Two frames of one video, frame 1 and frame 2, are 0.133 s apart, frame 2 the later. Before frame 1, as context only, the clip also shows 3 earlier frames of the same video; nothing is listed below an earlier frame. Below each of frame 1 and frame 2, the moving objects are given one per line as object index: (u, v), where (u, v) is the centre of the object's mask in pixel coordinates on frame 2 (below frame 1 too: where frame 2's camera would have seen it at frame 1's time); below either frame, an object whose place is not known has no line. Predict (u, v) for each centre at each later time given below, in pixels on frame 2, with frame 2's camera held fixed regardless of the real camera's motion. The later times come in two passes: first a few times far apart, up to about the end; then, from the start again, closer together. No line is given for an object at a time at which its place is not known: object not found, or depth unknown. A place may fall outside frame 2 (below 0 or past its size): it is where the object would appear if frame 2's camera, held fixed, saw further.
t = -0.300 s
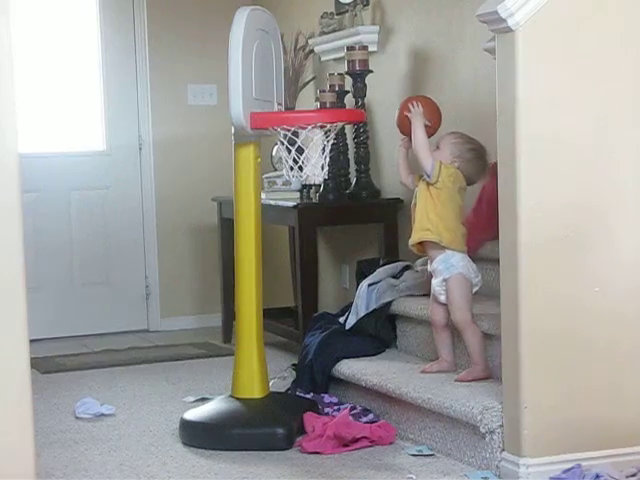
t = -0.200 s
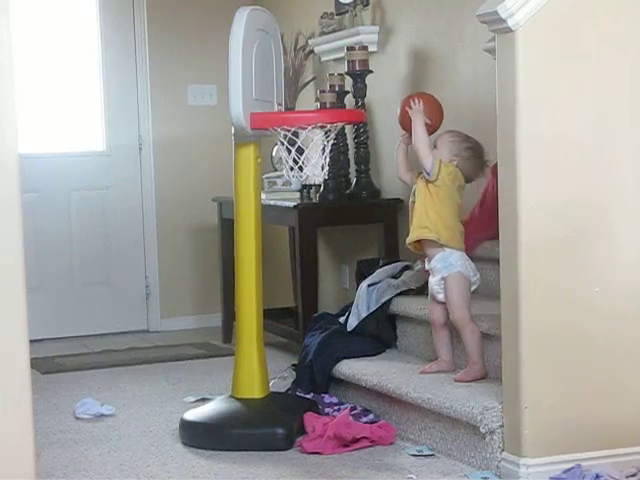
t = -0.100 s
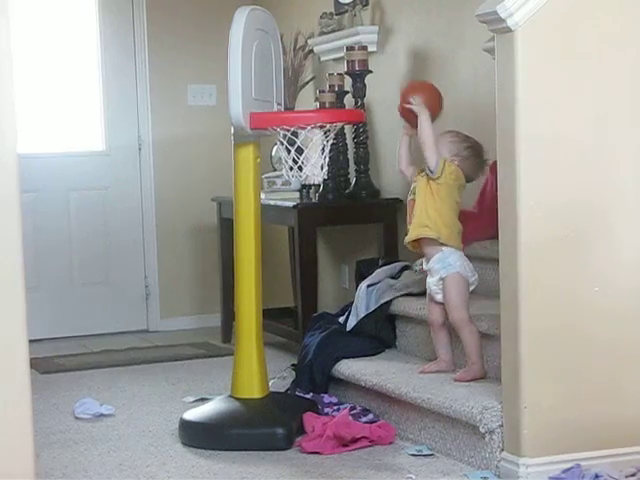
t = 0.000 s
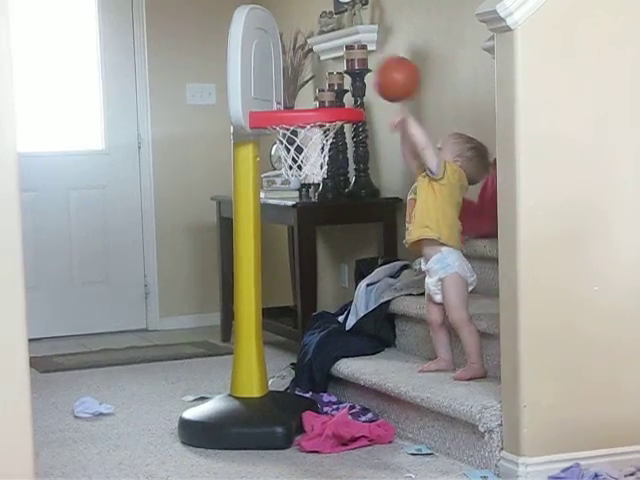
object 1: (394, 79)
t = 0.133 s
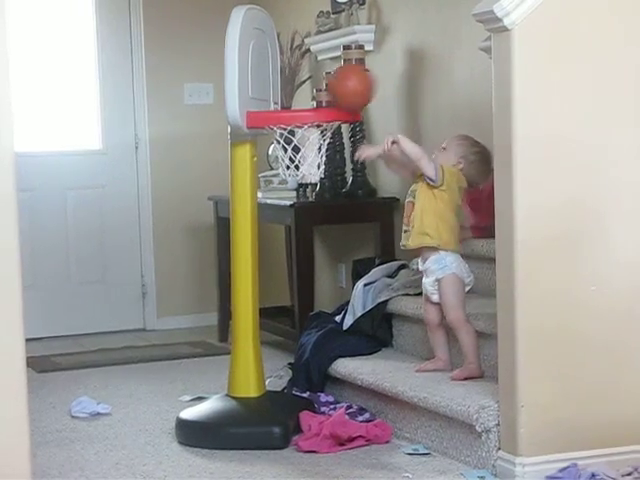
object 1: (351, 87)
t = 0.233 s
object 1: (338, 99)
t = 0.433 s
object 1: (322, 206)
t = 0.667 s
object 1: (307, 424)
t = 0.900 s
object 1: (318, 283)
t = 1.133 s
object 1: (332, 334)
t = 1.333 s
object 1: (349, 436)
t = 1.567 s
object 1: (366, 378)
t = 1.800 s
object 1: (393, 472)
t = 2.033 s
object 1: (426, 459)
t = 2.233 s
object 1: (458, 469)
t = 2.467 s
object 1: (501, 487)
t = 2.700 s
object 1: (549, 501)
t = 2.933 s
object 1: (594, 499)
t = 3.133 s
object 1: (628, 496)
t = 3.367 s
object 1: (662, 491)
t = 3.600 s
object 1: (687, 484)
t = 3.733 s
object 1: (694, 480)
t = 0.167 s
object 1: (345, 91)
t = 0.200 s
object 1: (341, 94)
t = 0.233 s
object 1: (338, 99)
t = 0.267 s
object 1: (334, 106)
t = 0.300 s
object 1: (332, 117)
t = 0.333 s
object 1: (329, 133)
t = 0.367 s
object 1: (326, 153)
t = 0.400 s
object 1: (325, 179)
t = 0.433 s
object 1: (322, 206)
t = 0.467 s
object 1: (319, 233)
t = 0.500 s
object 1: (316, 270)
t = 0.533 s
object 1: (313, 311)
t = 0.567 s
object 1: (312, 352)
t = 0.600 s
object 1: (309, 403)
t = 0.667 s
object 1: (307, 424)
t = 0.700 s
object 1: (308, 391)
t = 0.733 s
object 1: (311, 362)
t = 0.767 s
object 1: (311, 341)
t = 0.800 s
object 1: (313, 321)
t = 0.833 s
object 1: (314, 304)
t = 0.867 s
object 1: (316, 292)
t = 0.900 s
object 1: (318, 283)
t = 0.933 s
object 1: (320, 278)
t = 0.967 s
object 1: (321, 278)
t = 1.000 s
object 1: (323, 281)
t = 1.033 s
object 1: (325, 288)
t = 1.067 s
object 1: (327, 299)
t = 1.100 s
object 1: (330, 315)
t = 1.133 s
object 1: (332, 334)
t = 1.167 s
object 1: (335, 357)
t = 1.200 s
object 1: (338, 383)
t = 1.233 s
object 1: (341, 415)
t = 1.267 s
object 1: (345, 462)
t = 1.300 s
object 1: (348, 466)
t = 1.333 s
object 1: (349, 436)
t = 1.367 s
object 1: (352, 414)
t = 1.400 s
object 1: (354, 398)
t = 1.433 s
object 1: (356, 386)
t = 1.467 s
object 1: (358, 378)
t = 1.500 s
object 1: (361, 374)
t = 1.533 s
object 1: (363, 374)
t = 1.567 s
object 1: (366, 378)
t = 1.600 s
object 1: (371, 389)
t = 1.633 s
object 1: (374, 401)
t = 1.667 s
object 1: (378, 420)
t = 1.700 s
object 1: (382, 444)
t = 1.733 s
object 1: (385, 475)
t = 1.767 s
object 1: (389, 491)
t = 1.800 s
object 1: (393, 472)
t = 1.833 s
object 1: (398, 456)
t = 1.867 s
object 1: (403, 445)
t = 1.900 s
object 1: (407, 439)
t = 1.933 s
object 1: (411, 438)
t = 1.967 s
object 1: (416, 441)
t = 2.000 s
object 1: (421, 447)
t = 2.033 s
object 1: (426, 459)
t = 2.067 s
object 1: (432, 476)
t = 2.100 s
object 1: (438, 497)
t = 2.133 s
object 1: (443, 489)
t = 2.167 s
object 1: (448, 478)
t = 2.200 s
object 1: (453, 471)
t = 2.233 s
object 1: (458, 469)
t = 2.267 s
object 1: (463, 472)
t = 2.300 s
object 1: (469, 478)
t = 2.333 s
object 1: (475, 491)
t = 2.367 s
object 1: (481, 501)
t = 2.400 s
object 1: (488, 492)
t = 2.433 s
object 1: (494, 487)
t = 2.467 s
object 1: (501, 487)
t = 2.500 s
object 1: (508, 490)
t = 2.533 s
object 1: (516, 500)
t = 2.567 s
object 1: (522, 499)
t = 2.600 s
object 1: (529, 494)
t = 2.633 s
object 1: (535, 494)
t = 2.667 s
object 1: (542, 499)
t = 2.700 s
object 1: (549, 501)
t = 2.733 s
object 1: (556, 497)
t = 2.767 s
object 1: (562, 499)
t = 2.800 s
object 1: (568, 501)
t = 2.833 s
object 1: (575, 499)
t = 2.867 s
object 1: (582, 500)
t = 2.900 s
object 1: (588, 499)
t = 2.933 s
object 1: (594, 499)
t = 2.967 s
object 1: (600, 499)
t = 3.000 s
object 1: (606, 498)
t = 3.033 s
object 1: (611, 498)
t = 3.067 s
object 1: (617, 497)
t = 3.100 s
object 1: (623, 497)
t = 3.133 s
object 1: (628, 496)
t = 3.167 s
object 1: (633, 496)
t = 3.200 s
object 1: (639, 495)
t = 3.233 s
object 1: (644, 494)
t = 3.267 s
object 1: (649, 494)
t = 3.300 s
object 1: (653, 493)
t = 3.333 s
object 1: (658, 492)
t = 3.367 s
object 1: (662, 491)
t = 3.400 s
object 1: (667, 490)
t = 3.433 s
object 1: (671, 489)
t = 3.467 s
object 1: (675, 488)
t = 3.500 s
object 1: (679, 487)
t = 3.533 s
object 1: (682, 486)
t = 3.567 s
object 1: (684, 485)
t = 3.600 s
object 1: (687, 484)
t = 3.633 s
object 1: (689, 483)
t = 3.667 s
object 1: (691, 482)
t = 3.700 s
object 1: (692, 481)
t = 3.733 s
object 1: (694, 480)
